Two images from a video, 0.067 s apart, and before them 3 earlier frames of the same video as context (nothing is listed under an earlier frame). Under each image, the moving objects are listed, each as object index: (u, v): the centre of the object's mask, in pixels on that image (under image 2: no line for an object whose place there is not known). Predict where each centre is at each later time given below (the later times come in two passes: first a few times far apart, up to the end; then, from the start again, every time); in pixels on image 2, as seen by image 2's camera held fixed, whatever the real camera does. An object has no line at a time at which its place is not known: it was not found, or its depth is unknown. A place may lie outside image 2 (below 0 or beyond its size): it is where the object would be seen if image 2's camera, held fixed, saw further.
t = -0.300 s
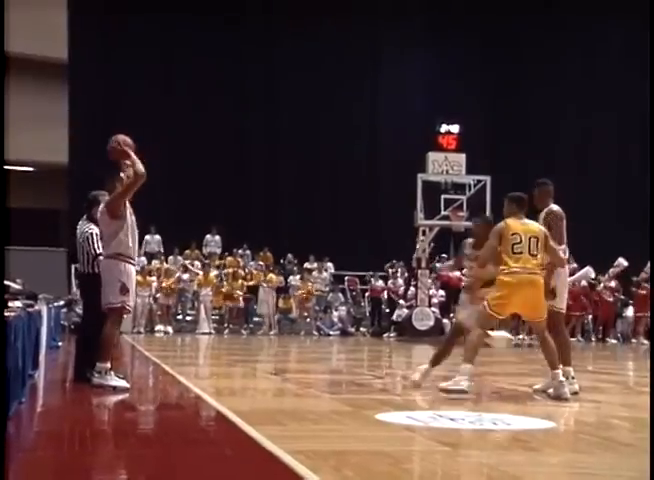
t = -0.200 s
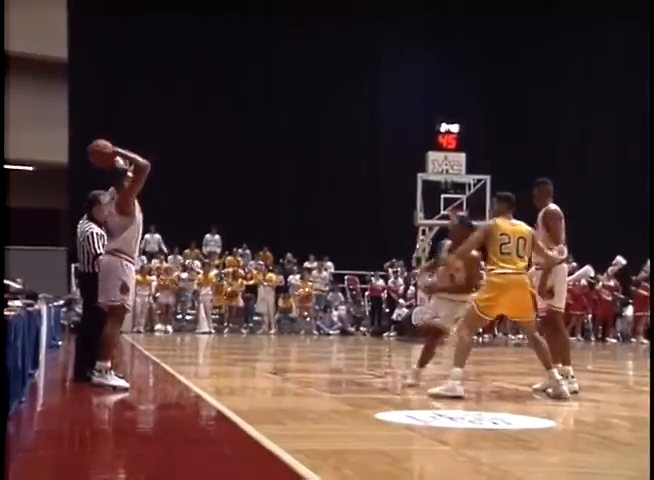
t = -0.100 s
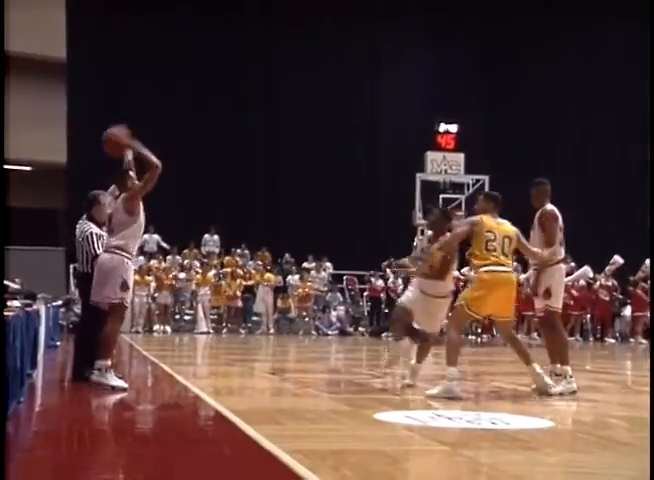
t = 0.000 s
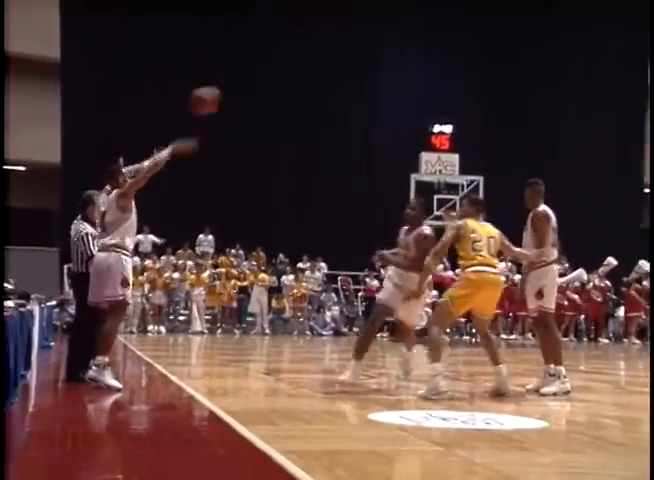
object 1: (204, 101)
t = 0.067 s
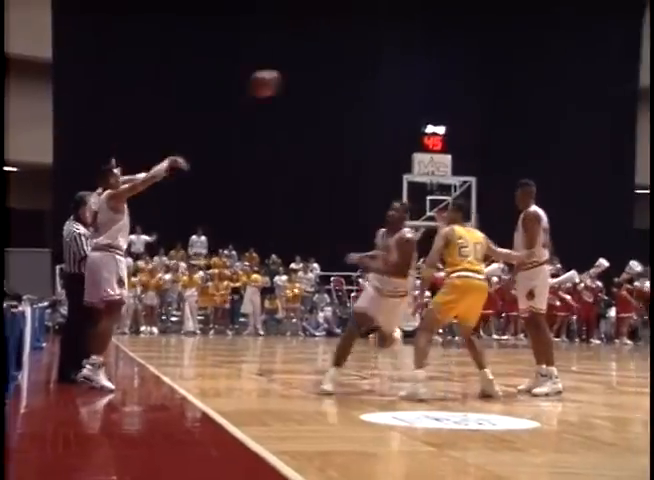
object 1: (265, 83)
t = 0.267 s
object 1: (442, 63)
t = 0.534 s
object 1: (631, 91)
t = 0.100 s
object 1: (296, 76)
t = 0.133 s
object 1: (328, 71)
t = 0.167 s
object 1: (358, 67)
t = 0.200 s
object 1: (387, 64)
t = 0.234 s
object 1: (415, 63)
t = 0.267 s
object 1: (442, 63)
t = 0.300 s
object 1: (468, 63)
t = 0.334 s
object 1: (493, 65)
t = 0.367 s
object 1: (518, 67)
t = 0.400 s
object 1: (542, 71)
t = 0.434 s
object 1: (566, 75)
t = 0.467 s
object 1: (590, 80)
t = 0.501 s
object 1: (611, 85)
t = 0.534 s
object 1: (631, 91)
